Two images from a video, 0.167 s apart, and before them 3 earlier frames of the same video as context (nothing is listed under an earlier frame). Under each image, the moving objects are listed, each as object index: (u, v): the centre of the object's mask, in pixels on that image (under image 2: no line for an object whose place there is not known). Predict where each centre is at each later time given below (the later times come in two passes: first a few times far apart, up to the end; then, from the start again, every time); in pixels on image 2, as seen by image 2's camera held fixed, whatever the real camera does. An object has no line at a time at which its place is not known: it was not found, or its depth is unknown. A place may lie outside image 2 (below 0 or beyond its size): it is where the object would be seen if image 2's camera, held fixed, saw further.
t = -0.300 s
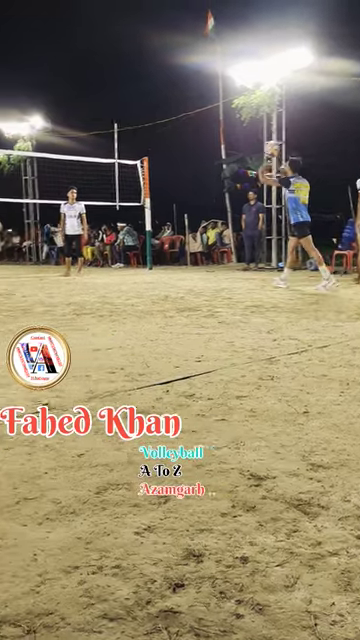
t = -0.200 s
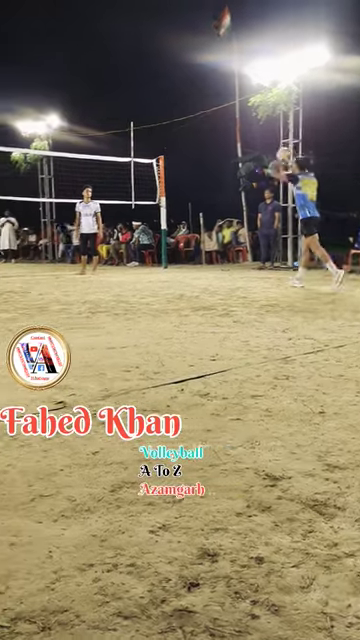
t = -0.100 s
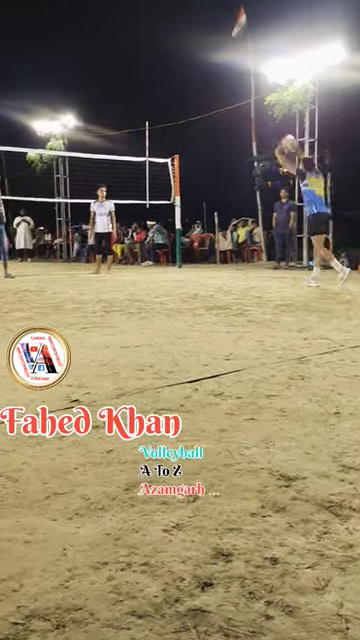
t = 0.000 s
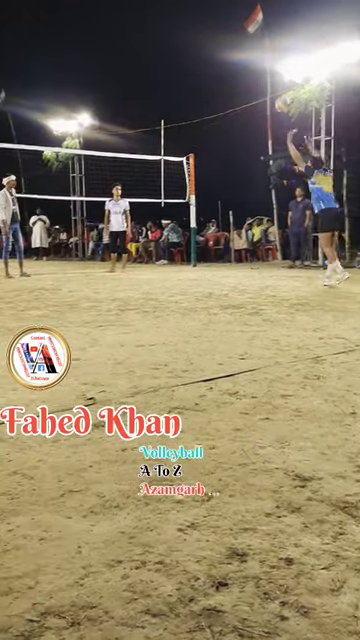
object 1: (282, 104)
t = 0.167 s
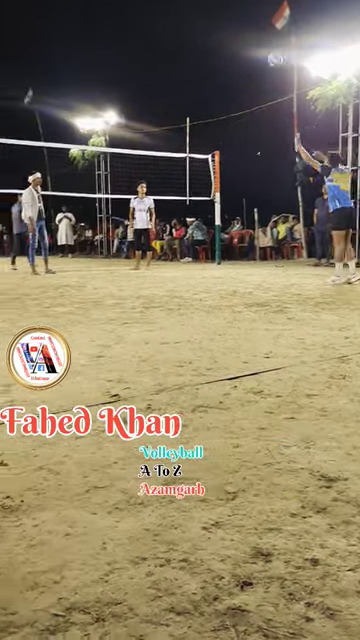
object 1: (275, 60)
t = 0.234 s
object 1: (262, 49)
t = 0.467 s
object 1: (221, 39)
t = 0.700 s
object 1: (187, 62)
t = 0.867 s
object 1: (166, 95)
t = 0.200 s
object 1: (268, 53)
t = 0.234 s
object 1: (262, 49)
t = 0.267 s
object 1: (256, 45)
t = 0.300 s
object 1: (250, 43)
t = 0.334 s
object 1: (244, 40)
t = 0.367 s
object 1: (238, 39)
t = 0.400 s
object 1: (232, 38)
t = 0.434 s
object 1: (226, 39)
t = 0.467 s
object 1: (221, 39)
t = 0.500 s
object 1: (216, 40)
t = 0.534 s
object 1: (211, 43)
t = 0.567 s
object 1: (206, 45)
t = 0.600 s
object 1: (201, 49)
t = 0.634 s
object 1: (196, 53)
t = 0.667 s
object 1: (192, 57)
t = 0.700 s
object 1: (187, 62)
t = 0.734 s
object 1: (183, 68)
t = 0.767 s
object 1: (178, 74)
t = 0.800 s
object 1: (174, 80)
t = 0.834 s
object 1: (169, 87)
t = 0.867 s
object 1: (166, 95)
